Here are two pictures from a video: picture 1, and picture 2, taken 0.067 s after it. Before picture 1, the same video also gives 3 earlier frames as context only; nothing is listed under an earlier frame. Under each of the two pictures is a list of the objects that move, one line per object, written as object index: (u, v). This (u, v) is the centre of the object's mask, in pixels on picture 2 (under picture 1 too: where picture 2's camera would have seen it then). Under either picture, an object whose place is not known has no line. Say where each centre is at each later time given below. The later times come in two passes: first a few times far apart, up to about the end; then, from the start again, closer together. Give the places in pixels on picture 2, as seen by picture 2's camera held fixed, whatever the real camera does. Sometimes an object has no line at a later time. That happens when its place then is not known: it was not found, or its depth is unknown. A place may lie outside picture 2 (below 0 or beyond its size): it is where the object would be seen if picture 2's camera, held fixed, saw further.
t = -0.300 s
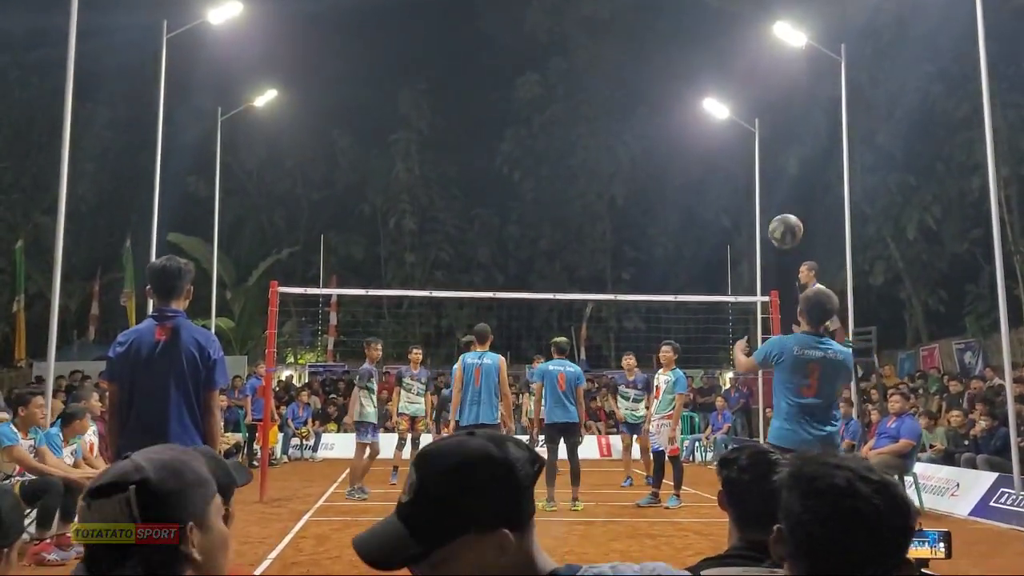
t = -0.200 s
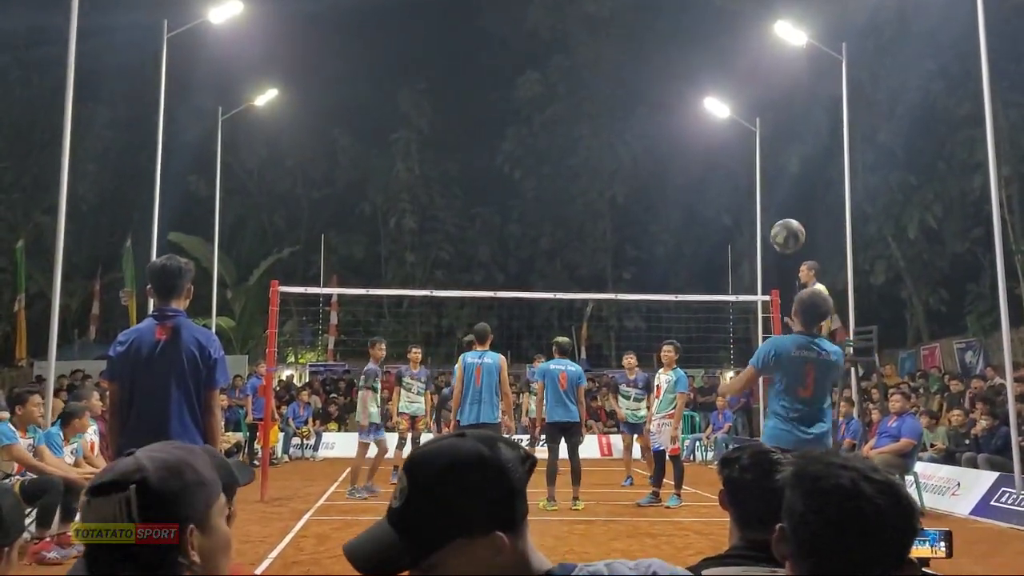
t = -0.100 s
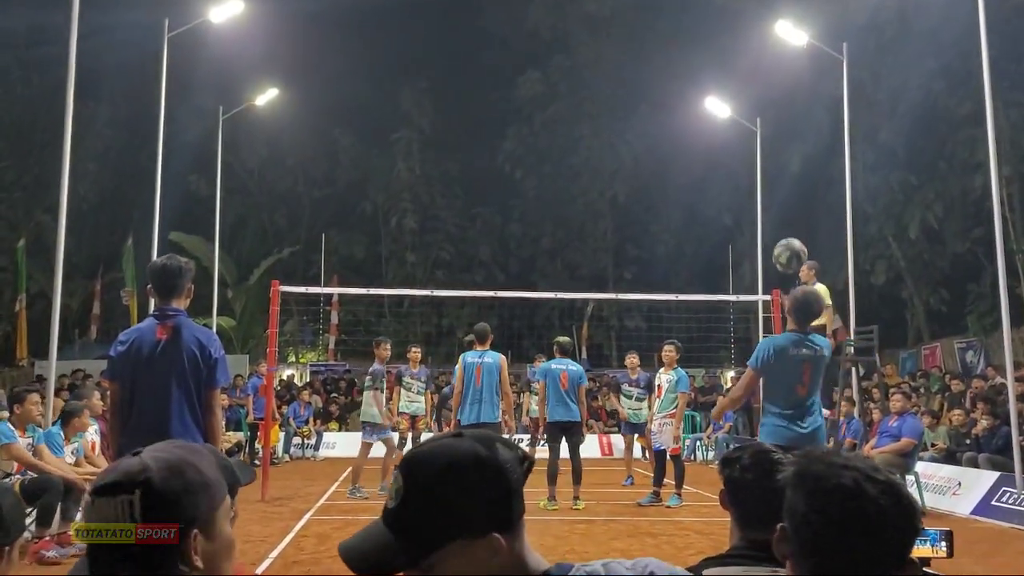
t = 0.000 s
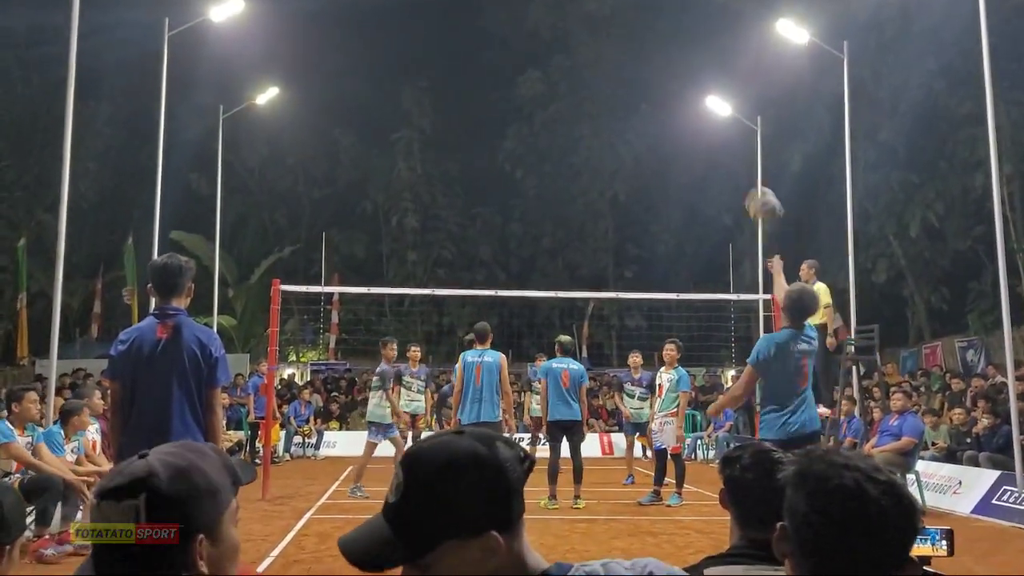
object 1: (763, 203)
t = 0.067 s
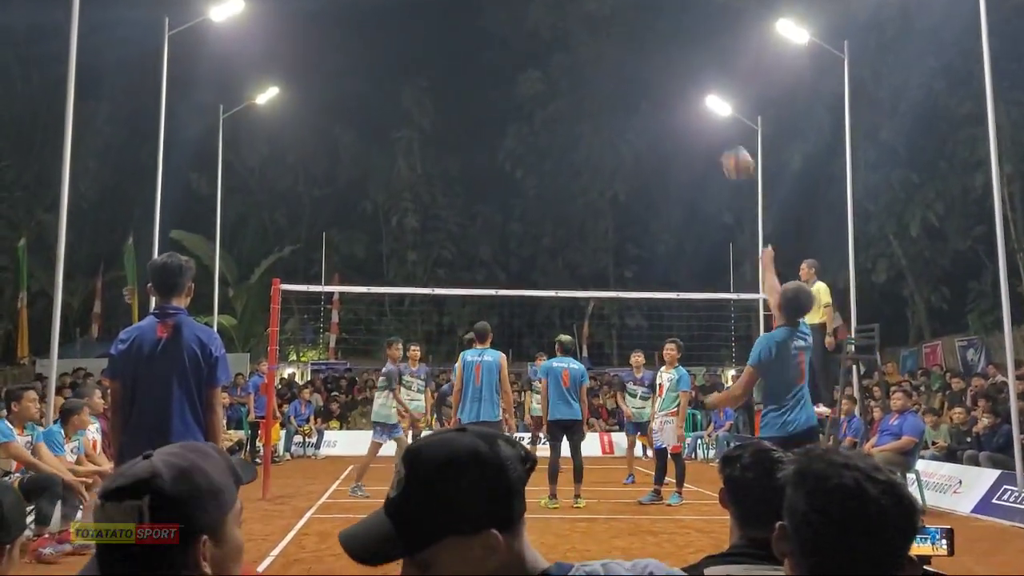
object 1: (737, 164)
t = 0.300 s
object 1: (664, 91)
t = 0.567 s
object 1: (598, 95)
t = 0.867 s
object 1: (539, 165)
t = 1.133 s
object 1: (496, 265)
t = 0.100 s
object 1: (726, 147)
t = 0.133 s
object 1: (714, 131)
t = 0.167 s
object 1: (698, 120)
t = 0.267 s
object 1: (674, 96)
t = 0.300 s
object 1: (664, 91)
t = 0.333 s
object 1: (655, 88)
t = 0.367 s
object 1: (647, 85)
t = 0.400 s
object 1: (638, 84)
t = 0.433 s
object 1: (629, 84)
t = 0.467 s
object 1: (621, 86)
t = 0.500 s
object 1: (613, 88)
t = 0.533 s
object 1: (605, 91)
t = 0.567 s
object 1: (598, 95)
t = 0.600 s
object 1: (591, 100)
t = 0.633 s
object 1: (584, 105)
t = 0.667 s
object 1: (577, 112)
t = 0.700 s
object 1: (570, 120)
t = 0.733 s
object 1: (564, 127)
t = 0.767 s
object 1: (557, 136)
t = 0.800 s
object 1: (551, 145)
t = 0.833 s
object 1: (545, 155)
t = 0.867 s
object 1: (539, 165)
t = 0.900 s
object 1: (533, 177)
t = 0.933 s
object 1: (528, 187)
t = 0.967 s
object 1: (522, 199)
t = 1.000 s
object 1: (517, 212)
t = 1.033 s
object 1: (512, 224)
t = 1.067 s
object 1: (506, 238)
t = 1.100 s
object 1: (501, 252)
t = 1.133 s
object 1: (496, 265)
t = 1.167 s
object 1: (492, 280)
